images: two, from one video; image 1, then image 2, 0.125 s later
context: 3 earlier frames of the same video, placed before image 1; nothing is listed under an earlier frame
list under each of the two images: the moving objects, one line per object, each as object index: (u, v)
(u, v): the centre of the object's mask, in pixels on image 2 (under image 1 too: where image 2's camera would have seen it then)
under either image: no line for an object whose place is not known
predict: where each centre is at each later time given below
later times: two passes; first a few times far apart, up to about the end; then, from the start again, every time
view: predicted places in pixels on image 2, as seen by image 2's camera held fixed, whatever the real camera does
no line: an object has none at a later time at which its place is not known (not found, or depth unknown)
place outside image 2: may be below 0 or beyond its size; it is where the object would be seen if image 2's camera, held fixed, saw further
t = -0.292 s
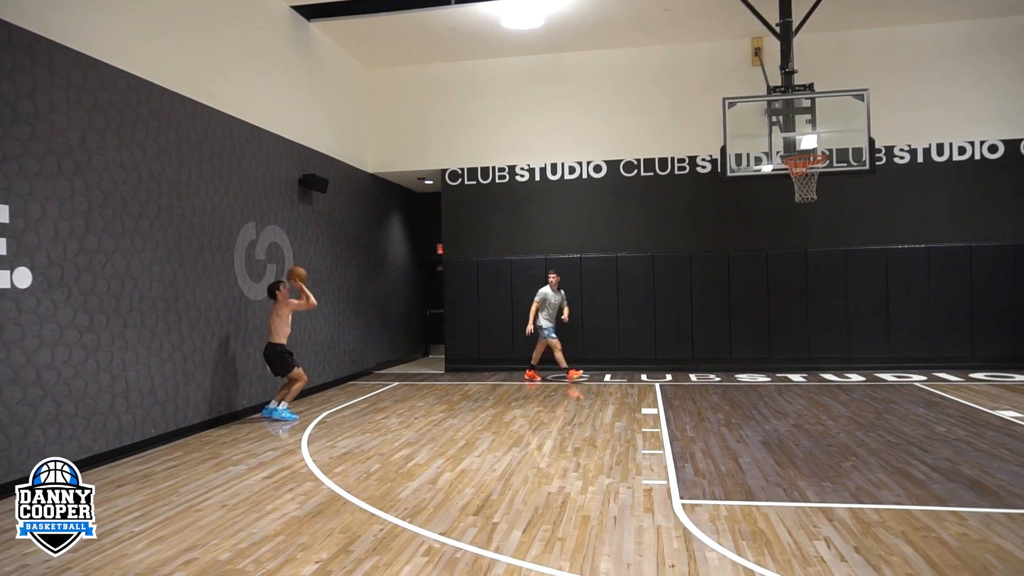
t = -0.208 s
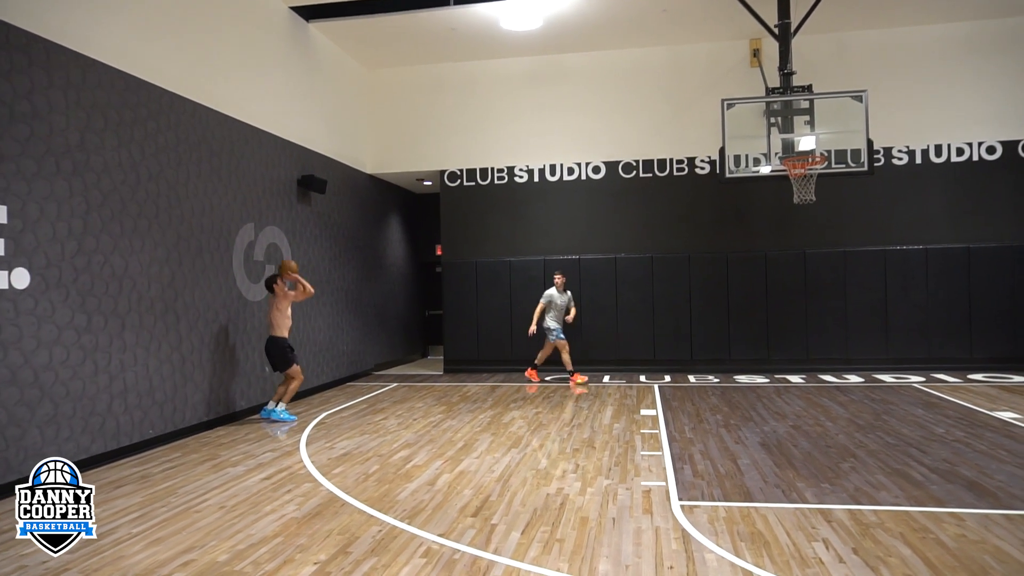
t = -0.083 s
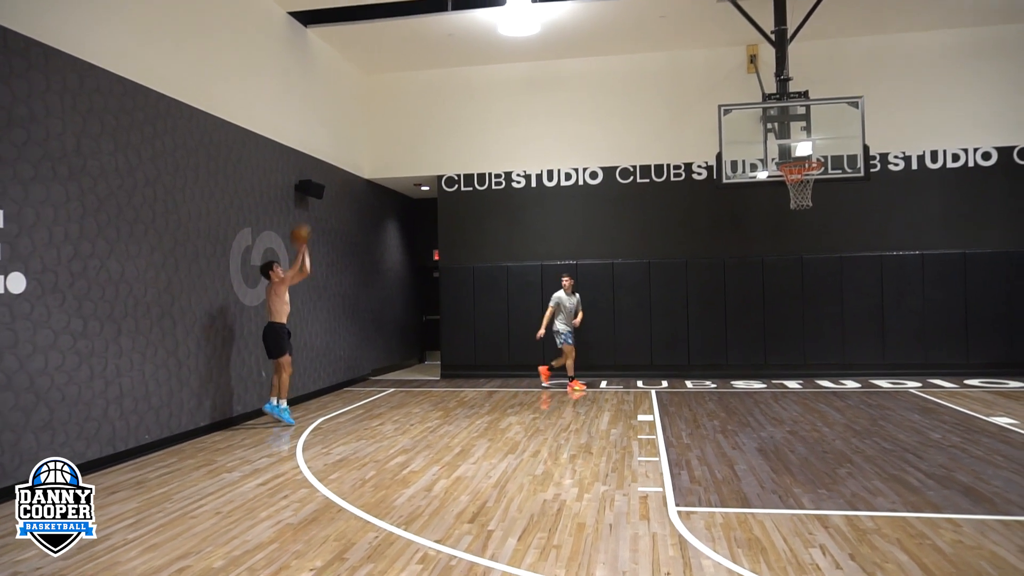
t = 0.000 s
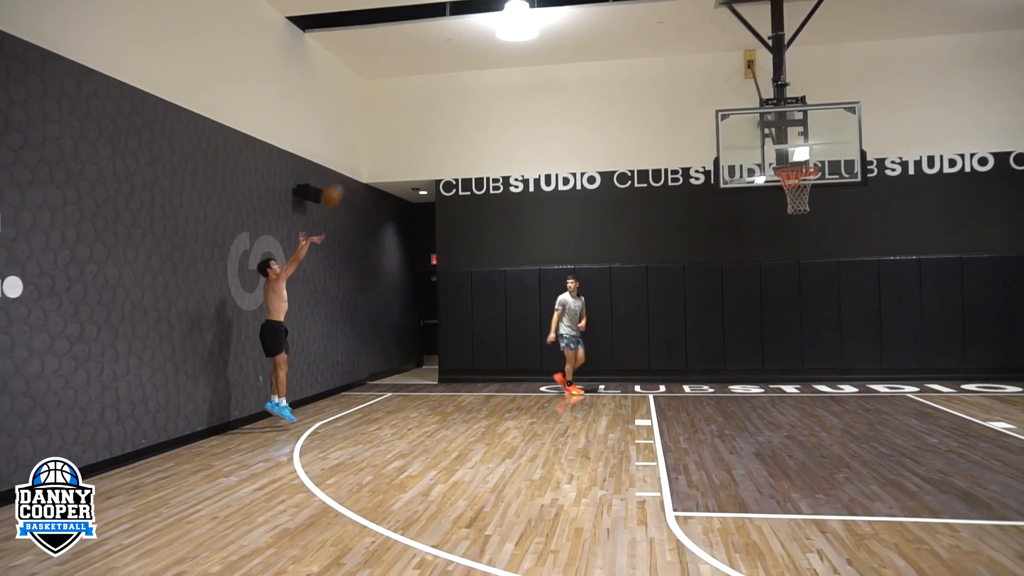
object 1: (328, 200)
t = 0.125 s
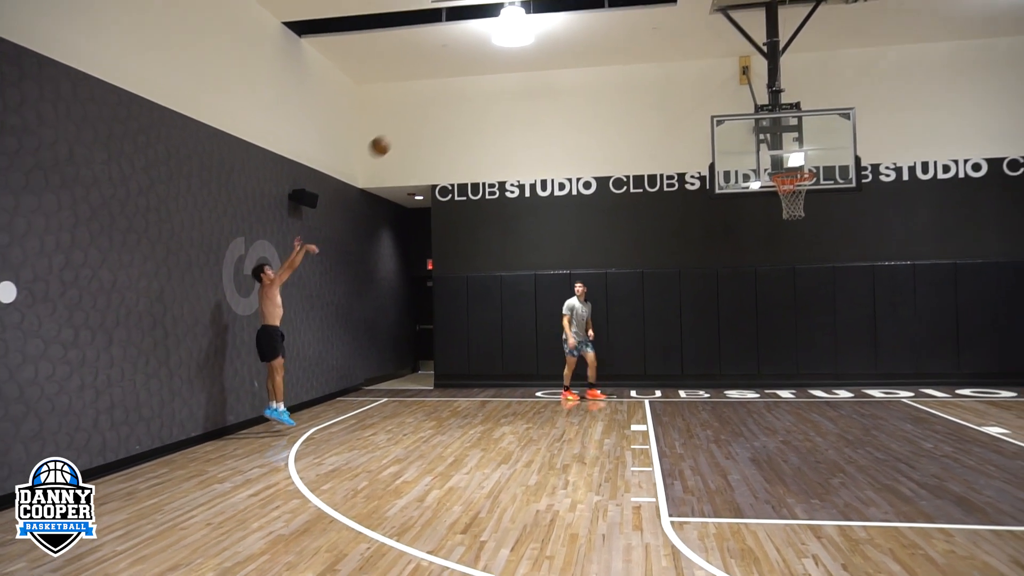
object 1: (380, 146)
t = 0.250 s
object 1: (430, 104)
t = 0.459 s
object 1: (511, 64)
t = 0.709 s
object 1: (606, 59)
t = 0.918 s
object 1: (683, 91)
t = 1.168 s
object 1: (775, 168)
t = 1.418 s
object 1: (833, 136)
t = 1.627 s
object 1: (871, 125)
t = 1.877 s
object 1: (925, 160)
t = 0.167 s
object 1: (397, 130)
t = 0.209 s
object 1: (413, 117)
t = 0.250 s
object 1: (430, 104)
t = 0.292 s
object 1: (447, 93)
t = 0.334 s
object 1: (463, 84)
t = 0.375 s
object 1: (479, 76)
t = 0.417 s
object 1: (496, 69)
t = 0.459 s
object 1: (511, 64)
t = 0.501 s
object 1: (527, 60)
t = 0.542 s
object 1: (543, 57)
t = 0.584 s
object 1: (558, 55)
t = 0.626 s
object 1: (575, 55)
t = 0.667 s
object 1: (590, 56)
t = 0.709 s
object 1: (606, 59)
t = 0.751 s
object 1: (621, 63)
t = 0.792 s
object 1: (637, 68)
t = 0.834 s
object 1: (652, 74)
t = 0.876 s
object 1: (667, 82)
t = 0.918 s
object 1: (683, 91)
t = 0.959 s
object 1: (698, 101)
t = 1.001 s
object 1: (714, 111)
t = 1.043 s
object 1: (730, 125)
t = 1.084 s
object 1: (744, 138)
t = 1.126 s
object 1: (760, 153)
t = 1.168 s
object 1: (775, 168)
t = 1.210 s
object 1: (788, 168)
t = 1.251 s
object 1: (804, 167)
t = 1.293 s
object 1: (812, 159)
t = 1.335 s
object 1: (819, 150)
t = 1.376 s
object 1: (825, 143)
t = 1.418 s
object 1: (833, 136)
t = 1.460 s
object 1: (841, 131)
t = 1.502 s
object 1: (849, 127)
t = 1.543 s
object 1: (857, 125)
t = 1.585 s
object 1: (863, 125)
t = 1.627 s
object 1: (871, 125)
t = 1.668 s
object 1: (880, 127)
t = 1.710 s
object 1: (888, 130)
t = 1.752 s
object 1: (897, 136)
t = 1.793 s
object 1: (906, 142)
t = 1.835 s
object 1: (915, 150)
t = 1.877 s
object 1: (925, 160)
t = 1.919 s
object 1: (935, 171)
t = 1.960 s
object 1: (945, 186)
